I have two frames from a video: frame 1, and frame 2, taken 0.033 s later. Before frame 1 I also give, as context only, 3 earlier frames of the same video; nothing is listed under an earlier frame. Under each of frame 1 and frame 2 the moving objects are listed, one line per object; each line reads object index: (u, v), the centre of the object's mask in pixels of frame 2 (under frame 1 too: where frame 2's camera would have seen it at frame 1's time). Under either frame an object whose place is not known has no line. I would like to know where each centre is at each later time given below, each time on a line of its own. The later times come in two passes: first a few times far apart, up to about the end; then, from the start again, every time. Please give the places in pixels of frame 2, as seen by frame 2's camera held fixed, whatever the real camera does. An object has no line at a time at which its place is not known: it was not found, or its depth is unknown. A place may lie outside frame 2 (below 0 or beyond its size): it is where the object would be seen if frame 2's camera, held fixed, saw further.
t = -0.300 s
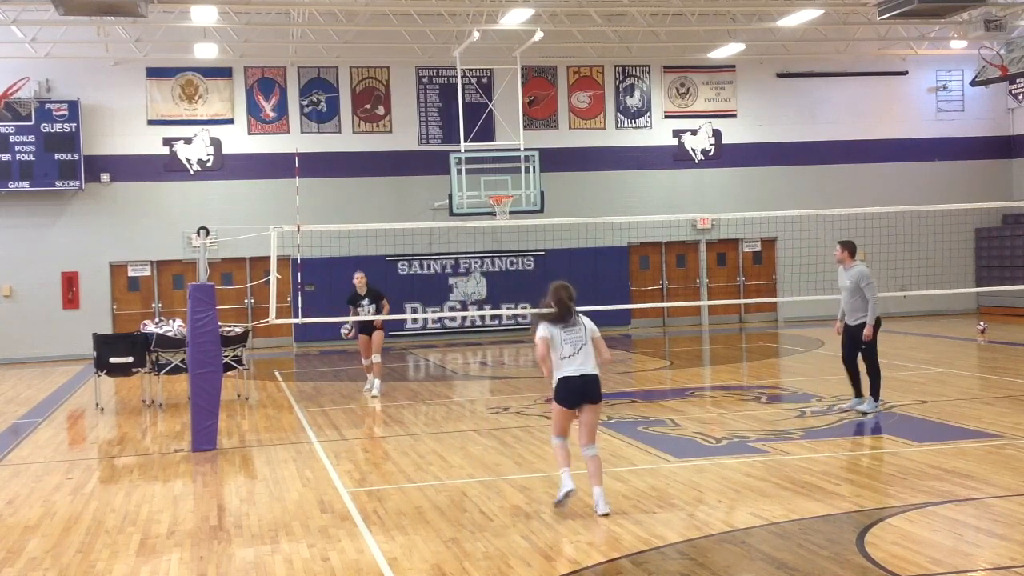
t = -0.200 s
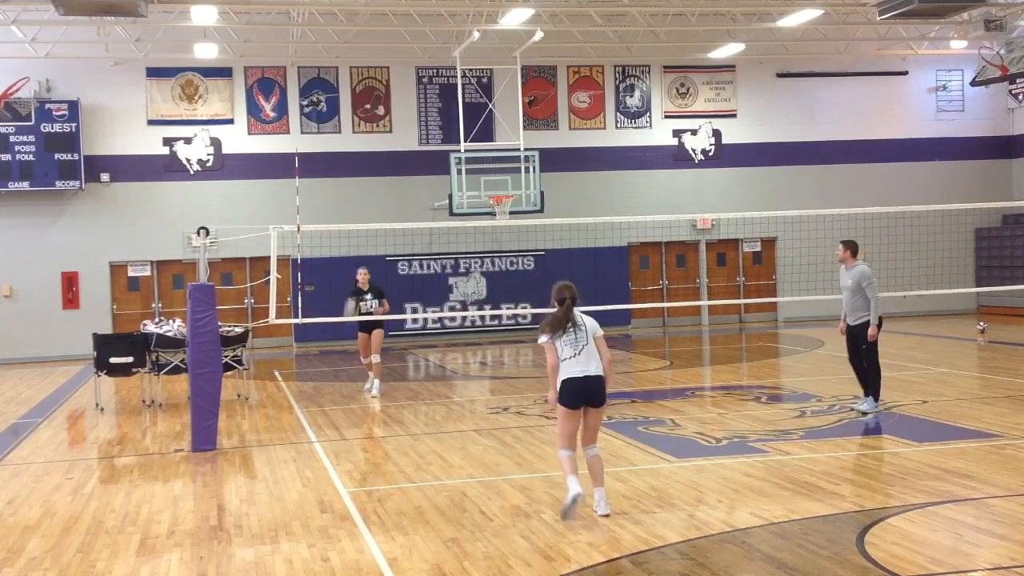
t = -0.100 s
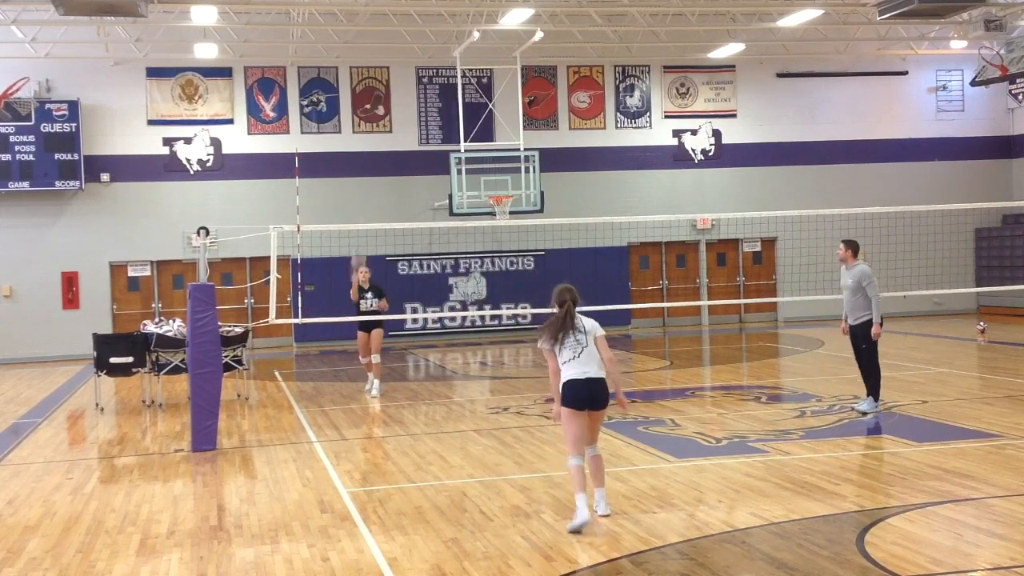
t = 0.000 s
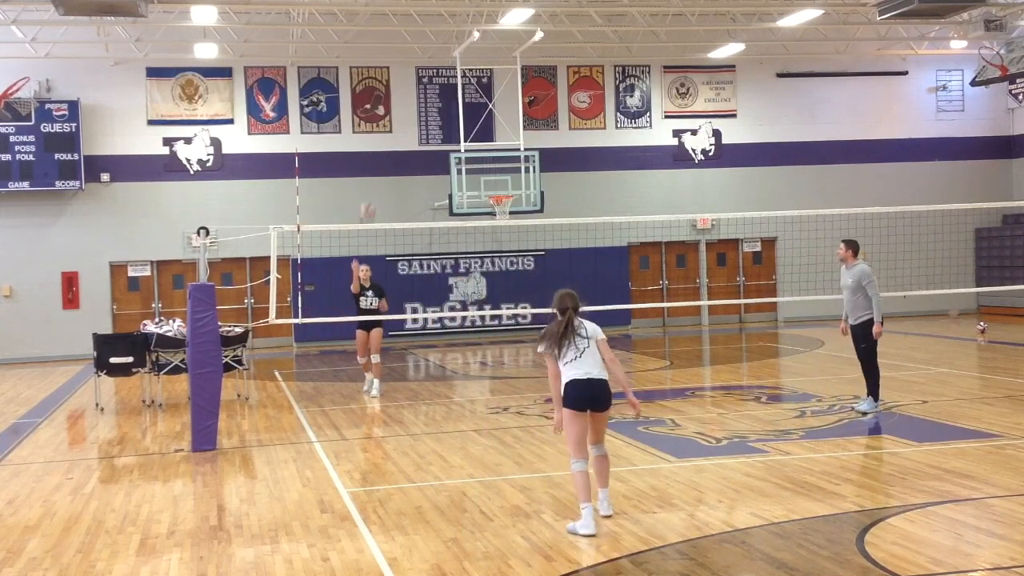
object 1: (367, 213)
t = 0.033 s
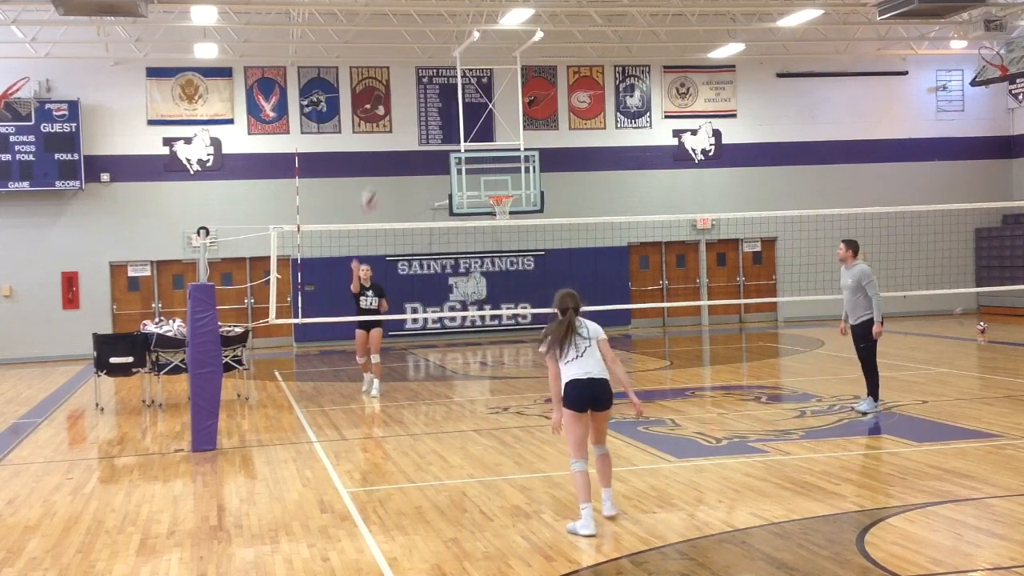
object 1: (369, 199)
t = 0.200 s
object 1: (384, 136)
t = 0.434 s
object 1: (407, 79)
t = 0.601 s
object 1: (431, 67)
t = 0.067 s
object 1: (371, 184)
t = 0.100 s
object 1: (375, 171)
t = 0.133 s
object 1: (377, 161)
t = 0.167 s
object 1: (379, 152)
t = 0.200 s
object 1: (384, 136)
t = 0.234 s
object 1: (386, 126)
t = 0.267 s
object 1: (389, 116)
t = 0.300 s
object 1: (393, 108)
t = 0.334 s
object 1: (395, 100)
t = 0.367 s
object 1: (401, 92)
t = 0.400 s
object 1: (404, 86)
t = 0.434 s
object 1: (407, 79)
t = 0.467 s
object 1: (413, 75)
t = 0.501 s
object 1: (417, 72)
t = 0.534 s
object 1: (422, 69)
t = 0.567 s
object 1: (426, 68)
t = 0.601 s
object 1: (431, 67)
